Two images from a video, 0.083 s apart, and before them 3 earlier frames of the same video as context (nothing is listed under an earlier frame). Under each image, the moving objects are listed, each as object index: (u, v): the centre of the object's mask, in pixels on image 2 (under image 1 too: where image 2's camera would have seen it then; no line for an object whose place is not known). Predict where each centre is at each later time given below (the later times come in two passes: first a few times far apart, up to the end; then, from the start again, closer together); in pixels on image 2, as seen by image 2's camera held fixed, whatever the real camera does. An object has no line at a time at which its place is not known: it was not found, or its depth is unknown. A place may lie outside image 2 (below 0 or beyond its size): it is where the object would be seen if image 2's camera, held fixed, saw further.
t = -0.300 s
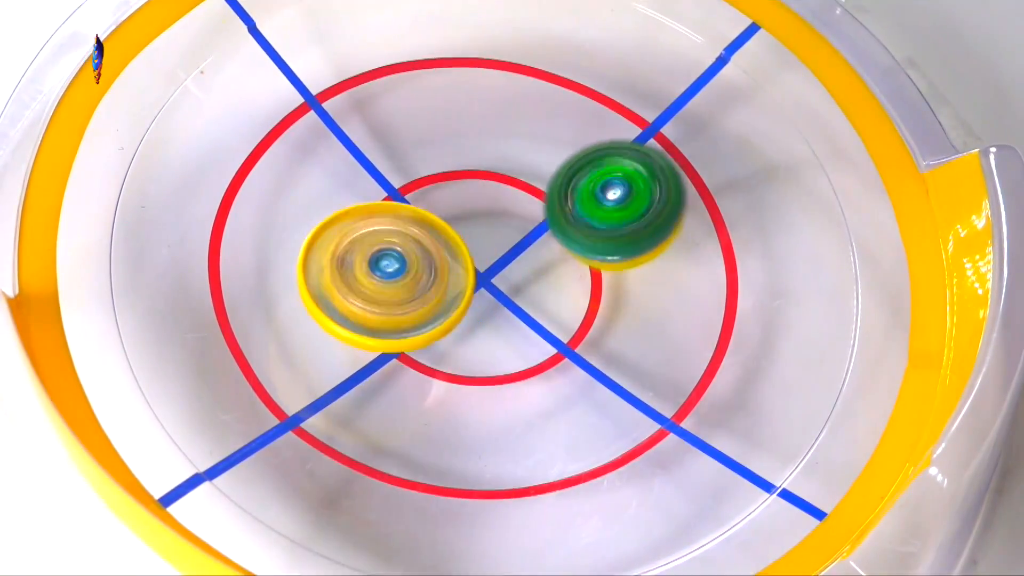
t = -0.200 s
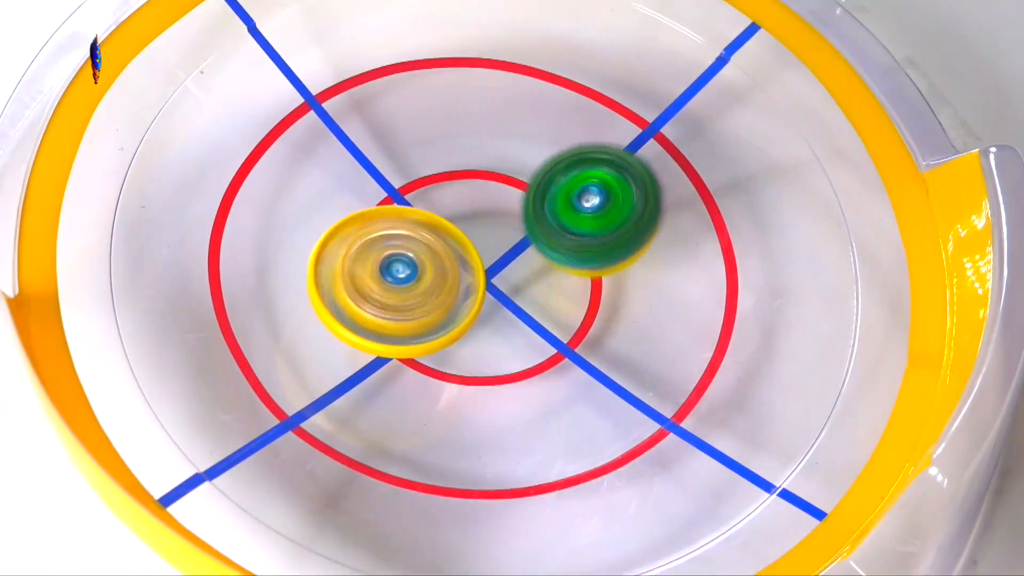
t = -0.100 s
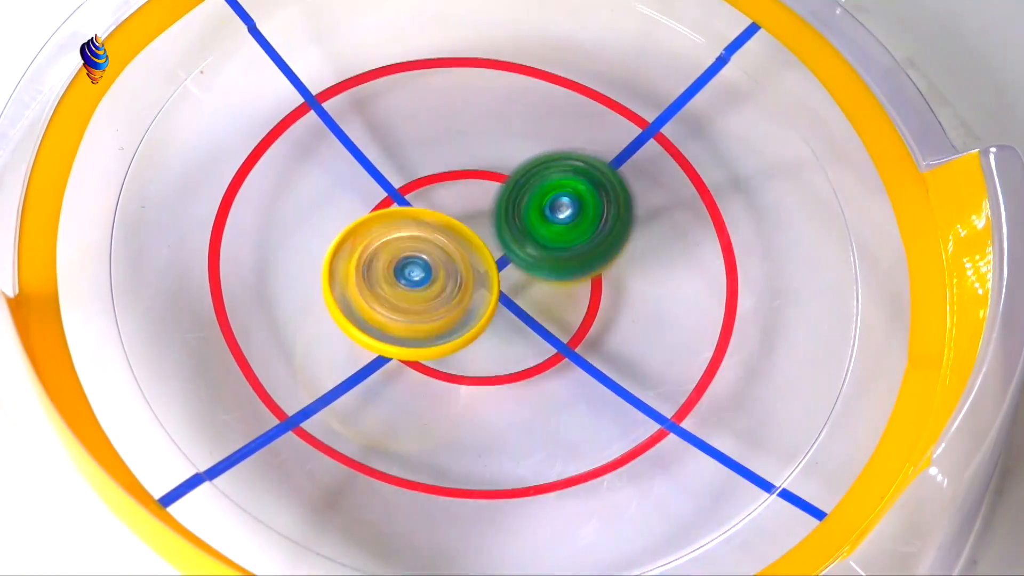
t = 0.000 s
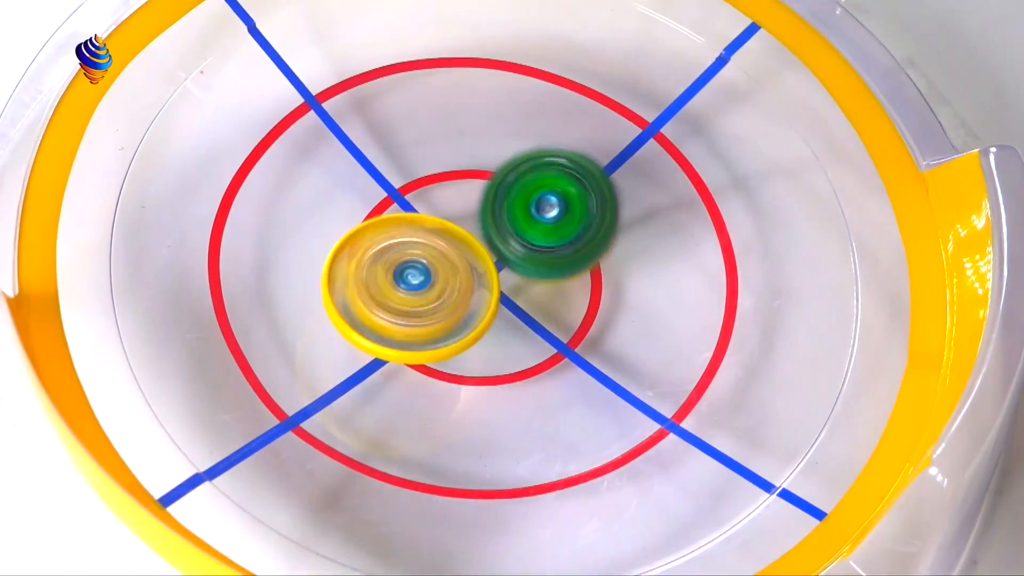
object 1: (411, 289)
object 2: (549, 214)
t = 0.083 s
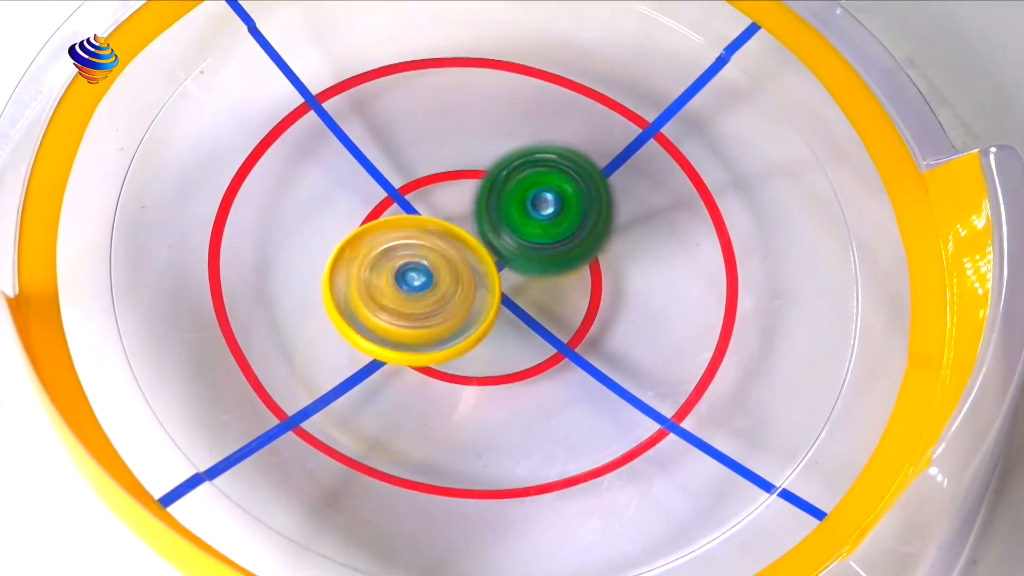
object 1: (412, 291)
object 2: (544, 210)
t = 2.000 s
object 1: (471, 358)
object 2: (528, 165)
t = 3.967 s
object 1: (537, 333)
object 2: (485, 184)
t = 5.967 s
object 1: (520, 318)
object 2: (498, 157)
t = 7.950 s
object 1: (525, 322)
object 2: (509, 163)
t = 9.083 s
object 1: (570, 351)
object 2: (432, 195)
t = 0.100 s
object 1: (407, 294)
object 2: (547, 205)
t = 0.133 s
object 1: (404, 298)
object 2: (550, 201)
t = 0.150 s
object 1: (404, 298)
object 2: (552, 198)
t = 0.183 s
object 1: (405, 299)
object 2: (550, 196)
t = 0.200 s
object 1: (406, 299)
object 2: (549, 197)
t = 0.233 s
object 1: (409, 300)
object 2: (546, 197)
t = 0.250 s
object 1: (410, 300)
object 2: (543, 199)
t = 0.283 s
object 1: (414, 300)
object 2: (539, 201)
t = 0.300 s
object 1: (416, 299)
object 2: (535, 203)
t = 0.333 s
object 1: (418, 300)
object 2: (532, 204)
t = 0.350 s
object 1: (417, 301)
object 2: (532, 203)
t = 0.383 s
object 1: (419, 302)
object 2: (530, 204)
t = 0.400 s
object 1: (419, 302)
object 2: (529, 204)
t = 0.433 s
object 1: (406, 316)
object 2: (539, 191)
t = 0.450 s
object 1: (402, 322)
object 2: (544, 186)
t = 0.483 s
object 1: (397, 327)
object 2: (550, 176)
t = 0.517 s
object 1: (397, 330)
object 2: (553, 172)
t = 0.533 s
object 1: (398, 330)
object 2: (554, 171)
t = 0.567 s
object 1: (402, 329)
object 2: (554, 171)
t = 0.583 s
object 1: (404, 327)
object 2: (552, 172)
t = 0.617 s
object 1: (411, 325)
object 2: (551, 176)
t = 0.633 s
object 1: (414, 322)
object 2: (549, 177)
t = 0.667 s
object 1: (422, 318)
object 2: (546, 183)
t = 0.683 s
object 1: (425, 314)
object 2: (545, 186)
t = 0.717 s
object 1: (434, 309)
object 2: (541, 192)
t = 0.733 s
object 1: (438, 306)
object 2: (541, 195)
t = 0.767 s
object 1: (442, 306)
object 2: (541, 197)
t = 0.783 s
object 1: (442, 305)
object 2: (544, 196)
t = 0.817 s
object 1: (445, 306)
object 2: (546, 196)
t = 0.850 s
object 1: (447, 304)
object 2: (545, 197)
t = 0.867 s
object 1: (450, 303)
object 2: (546, 197)
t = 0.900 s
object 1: (448, 305)
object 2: (549, 193)
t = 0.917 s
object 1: (446, 311)
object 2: (554, 186)
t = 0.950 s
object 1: (440, 317)
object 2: (561, 176)
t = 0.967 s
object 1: (441, 318)
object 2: (563, 172)
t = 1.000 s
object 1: (440, 317)
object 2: (566, 168)
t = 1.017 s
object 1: (442, 317)
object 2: (567, 167)
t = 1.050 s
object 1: (445, 314)
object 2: (568, 167)
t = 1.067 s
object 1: (447, 312)
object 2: (568, 168)
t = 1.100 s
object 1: (452, 308)
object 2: (568, 170)
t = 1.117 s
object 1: (455, 306)
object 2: (567, 172)
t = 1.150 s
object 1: (460, 302)
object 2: (566, 174)
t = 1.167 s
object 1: (463, 299)
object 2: (566, 176)
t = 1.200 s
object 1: (468, 295)
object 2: (564, 179)
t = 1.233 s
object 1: (471, 293)
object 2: (565, 180)
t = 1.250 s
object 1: (471, 295)
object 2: (567, 177)
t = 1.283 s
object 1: (470, 295)
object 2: (568, 175)
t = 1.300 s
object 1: (472, 295)
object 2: (567, 174)
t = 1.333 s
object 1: (474, 294)
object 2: (565, 175)
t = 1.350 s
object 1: (476, 292)
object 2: (563, 175)
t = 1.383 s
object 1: (472, 296)
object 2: (565, 172)
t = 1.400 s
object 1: (467, 302)
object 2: (568, 167)
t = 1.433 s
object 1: (459, 309)
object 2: (571, 159)
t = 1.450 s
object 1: (457, 312)
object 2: (570, 157)
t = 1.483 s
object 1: (454, 313)
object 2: (570, 154)
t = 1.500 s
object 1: (455, 313)
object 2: (567, 154)
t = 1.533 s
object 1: (457, 312)
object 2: (564, 156)
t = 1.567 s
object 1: (460, 311)
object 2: (560, 159)
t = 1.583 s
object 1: (462, 311)
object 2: (559, 161)
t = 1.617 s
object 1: (466, 310)
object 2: (554, 165)
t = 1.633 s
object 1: (468, 309)
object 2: (551, 169)
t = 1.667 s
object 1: (471, 308)
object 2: (547, 174)
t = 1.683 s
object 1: (473, 307)
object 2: (543, 177)
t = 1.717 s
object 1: (476, 306)
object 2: (538, 181)
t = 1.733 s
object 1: (475, 309)
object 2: (539, 182)
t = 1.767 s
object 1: (472, 317)
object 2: (538, 179)
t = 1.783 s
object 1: (471, 318)
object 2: (537, 180)
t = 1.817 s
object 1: (472, 320)
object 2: (536, 180)
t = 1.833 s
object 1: (472, 319)
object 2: (533, 181)
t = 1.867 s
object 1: (475, 319)
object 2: (530, 184)
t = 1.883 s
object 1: (475, 318)
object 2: (529, 186)
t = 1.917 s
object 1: (476, 319)
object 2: (526, 189)
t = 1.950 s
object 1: (473, 338)
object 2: (528, 178)
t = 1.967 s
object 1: (472, 347)
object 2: (528, 174)
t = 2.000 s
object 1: (471, 358)
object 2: (528, 165)
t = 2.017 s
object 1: (474, 361)
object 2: (527, 163)
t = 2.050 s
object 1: (474, 364)
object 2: (525, 161)
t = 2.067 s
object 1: (476, 363)
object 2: (525, 162)
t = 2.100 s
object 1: (478, 361)
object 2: (523, 165)
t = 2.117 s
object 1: (479, 357)
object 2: (521, 167)
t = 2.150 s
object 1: (483, 352)
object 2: (519, 173)
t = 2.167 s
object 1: (483, 349)
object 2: (519, 176)
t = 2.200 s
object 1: (487, 340)
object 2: (517, 183)
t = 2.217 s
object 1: (487, 336)
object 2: (518, 187)
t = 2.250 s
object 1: (490, 327)
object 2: (516, 193)
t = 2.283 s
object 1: (492, 328)
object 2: (516, 189)
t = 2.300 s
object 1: (491, 329)
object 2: (516, 186)
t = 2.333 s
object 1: (492, 328)
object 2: (516, 183)
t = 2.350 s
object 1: (492, 327)
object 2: (517, 183)
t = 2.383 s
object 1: (492, 323)
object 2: (516, 184)
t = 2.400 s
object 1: (494, 321)
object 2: (516, 185)
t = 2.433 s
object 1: (494, 317)
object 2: (516, 187)
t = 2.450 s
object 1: (493, 321)
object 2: (516, 186)
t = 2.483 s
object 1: (491, 336)
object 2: (519, 170)
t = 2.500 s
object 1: (490, 341)
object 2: (520, 163)
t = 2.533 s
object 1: (489, 347)
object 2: (521, 153)
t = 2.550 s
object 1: (488, 347)
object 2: (520, 149)
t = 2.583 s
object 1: (488, 345)
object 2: (520, 146)
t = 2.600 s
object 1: (488, 344)
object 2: (521, 145)
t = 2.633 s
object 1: (489, 341)
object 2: (522, 147)
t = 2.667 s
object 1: (489, 336)
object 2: (522, 151)
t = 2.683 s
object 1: (490, 334)
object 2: (522, 154)
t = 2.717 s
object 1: (491, 329)
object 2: (523, 160)
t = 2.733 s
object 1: (492, 326)
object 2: (523, 162)
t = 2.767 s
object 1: (493, 321)
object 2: (523, 169)
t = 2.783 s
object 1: (493, 318)
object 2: (523, 172)
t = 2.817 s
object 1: (494, 312)
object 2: (523, 178)
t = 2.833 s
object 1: (495, 311)
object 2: (524, 180)
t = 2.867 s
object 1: (494, 321)
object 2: (526, 171)
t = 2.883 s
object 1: (494, 325)
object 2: (526, 166)
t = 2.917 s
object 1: (493, 328)
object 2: (527, 160)
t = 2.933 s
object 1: (493, 328)
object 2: (527, 158)
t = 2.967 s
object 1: (494, 326)
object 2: (527, 157)
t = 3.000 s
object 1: (496, 323)
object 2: (526, 157)
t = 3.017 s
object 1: (497, 320)
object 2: (525, 159)
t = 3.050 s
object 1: (499, 316)
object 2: (524, 162)
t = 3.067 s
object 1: (499, 314)
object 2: (524, 163)
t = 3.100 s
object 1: (502, 309)
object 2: (521, 168)
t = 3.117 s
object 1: (503, 309)
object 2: (520, 170)
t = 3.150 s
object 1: (502, 319)
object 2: (520, 164)
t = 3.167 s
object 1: (503, 325)
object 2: (520, 160)
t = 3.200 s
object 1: (503, 333)
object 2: (518, 154)
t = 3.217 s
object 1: (502, 335)
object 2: (516, 153)
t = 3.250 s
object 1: (503, 335)
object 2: (514, 153)
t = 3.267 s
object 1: (503, 335)
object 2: (514, 154)
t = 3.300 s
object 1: (505, 332)
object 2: (513, 157)
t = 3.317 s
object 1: (506, 331)
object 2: (511, 159)
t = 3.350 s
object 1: (509, 327)
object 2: (510, 164)
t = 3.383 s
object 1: (510, 323)
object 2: (508, 169)
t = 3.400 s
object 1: (512, 320)
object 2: (509, 173)
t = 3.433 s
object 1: (514, 316)
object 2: (507, 177)
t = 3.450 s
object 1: (515, 316)
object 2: (505, 177)
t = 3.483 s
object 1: (519, 325)
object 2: (502, 172)
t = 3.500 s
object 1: (520, 328)
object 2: (500, 171)
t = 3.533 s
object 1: (521, 329)
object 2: (497, 169)
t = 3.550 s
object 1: (523, 329)
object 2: (497, 169)
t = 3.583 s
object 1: (524, 328)
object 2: (495, 172)
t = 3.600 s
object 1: (525, 327)
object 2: (493, 174)
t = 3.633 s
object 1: (526, 325)
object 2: (492, 179)
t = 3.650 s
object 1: (527, 324)
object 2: (493, 181)
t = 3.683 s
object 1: (527, 321)
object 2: (492, 185)
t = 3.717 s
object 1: (534, 334)
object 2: (488, 179)
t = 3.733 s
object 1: (536, 340)
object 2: (485, 175)
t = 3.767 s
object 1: (542, 348)
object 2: (481, 168)
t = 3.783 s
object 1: (544, 352)
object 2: (480, 167)
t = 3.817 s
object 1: (544, 352)
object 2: (478, 166)
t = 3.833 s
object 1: (545, 351)
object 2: (478, 167)
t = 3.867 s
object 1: (545, 349)
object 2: (479, 170)
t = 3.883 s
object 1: (543, 346)
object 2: (478, 172)
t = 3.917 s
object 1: (541, 341)
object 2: (481, 176)
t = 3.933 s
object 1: (540, 339)
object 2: (482, 179)
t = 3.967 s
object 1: (537, 333)
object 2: (485, 184)
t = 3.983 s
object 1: (537, 328)
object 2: (486, 187)
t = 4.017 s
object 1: (534, 321)
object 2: (489, 191)
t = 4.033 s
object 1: (533, 319)
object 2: (490, 191)
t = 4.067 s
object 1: (534, 332)
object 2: (489, 169)
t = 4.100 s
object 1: (532, 343)
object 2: (487, 151)
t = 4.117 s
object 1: (531, 347)
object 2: (487, 142)
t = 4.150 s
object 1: (529, 351)
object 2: (485, 130)
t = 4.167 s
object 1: (526, 351)
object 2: (483, 126)
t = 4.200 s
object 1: (525, 348)
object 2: (483, 121)
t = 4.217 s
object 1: (525, 346)
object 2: (483, 120)
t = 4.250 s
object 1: (524, 341)
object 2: (483, 121)
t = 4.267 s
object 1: (523, 337)
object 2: (484, 122)
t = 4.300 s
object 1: (522, 330)
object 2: (486, 126)
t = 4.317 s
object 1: (522, 328)
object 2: (486, 129)
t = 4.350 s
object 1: (521, 320)
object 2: (488, 135)
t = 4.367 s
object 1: (520, 315)
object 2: (490, 137)
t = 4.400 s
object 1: (520, 308)
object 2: (492, 146)
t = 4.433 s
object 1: (519, 300)
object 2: (494, 154)
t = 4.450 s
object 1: (518, 298)
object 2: (495, 157)
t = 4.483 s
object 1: (519, 299)
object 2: (496, 156)
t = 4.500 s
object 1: (520, 300)
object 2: (495, 156)
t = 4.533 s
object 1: (519, 298)
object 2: (496, 158)
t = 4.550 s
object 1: (519, 299)
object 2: (496, 158)
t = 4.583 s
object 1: (523, 313)
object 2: (497, 149)
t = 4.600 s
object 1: (524, 319)
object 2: (495, 146)
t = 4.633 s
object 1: (524, 329)
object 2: (496, 143)
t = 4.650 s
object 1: (523, 331)
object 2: (494, 143)
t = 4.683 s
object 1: (522, 332)
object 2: (494, 145)
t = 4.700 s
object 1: (523, 332)
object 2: (495, 147)
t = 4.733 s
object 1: (523, 330)
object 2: (496, 151)
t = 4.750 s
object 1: (524, 328)
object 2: (496, 153)
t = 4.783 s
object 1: (525, 325)
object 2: (497, 158)
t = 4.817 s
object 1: (526, 321)
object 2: (498, 165)
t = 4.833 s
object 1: (526, 320)
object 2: (497, 167)
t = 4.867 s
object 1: (527, 316)
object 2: (499, 174)
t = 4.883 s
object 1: (527, 314)
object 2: (499, 175)
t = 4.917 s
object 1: (530, 318)
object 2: (499, 175)
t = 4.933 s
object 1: (531, 319)
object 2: (499, 175)
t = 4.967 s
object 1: (531, 319)
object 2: (499, 177)
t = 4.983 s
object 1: (532, 318)
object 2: (498, 178)
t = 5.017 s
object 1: (533, 317)
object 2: (499, 182)
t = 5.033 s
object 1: (536, 325)
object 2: (497, 177)
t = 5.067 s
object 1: (541, 340)
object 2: (493, 165)
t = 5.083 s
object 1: (543, 346)
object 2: (492, 161)
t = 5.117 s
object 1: (544, 351)
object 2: (488, 156)
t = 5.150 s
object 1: (544, 352)
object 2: (487, 155)
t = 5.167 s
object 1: (544, 351)
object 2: (487, 156)
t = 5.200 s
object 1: (543, 349)
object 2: (489, 158)
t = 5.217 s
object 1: (543, 347)
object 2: (488, 159)
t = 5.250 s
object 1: (542, 342)
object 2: (491, 162)
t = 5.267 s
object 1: (541, 339)
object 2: (492, 164)
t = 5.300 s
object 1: (539, 334)
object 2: (495, 168)
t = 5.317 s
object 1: (538, 331)
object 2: (496, 170)
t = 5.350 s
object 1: (536, 323)
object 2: (499, 175)
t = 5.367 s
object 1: (534, 320)
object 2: (500, 177)
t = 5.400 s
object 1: (531, 312)
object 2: (502, 180)
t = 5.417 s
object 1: (530, 311)
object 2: (503, 180)
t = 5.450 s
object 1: (529, 312)
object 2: (503, 177)
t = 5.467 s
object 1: (528, 313)
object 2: (503, 175)
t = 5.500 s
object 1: (526, 312)
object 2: (502, 173)
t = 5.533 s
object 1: (525, 310)
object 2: (502, 173)
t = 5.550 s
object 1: (525, 309)
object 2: (503, 174)
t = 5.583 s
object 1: (524, 307)
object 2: (503, 176)
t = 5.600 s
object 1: (523, 307)
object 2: (504, 175)
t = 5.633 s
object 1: (521, 309)
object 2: (504, 174)
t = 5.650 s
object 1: (521, 308)
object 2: (504, 174)
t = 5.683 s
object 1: (520, 306)
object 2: (504, 174)
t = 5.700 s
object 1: (519, 306)
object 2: (505, 174)
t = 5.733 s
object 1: (520, 312)
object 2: (503, 167)
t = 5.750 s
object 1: (520, 314)
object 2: (503, 163)
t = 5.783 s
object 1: (519, 317)
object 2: (502, 159)
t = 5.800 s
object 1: (519, 317)
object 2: (500, 158)
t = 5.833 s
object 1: (519, 315)
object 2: (500, 159)
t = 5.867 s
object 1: (519, 312)
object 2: (501, 161)
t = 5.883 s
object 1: (517, 310)
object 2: (499, 162)
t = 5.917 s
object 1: (517, 306)
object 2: (500, 165)
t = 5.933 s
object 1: (518, 307)
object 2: (500, 166)
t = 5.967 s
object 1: (520, 318)
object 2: (498, 157)
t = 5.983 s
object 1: (520, 322)
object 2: (498, 152)
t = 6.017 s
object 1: (520, 328)
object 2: (496, 148)
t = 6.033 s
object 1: (521, 330)
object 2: (496, 149)
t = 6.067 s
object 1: (521, 329)
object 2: (495, 151)
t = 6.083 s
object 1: (520, 327)
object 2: (496, 152)
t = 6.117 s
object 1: (521, 323)
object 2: (495, 156)
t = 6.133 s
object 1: (522, 321)
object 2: (496, 159)
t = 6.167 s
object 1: (523, 316)
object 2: (496, 163)
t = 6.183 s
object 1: (522, 314)
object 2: (496, 165)
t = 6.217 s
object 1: (523, 309)
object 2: (497, 170)
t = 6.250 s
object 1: (525, 312)
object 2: (496, 170)
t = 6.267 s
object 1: (525, 314)
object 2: (497, 169)
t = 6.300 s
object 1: (525, 318)
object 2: (496, 167)
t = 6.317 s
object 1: (527, 318)
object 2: (496, 167)
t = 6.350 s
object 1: (527, 316)
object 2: (496, 169)
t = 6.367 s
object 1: (526, 316)
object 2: (495, 171)
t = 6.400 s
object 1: (527, 313)
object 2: (496, 175)
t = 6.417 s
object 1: (529, 317)
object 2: (495, 174)
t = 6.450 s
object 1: (535, 335)
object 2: (490, 157)
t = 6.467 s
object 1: (537, 343)
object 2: (488, 151)
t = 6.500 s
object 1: (540, 354)
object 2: (484, 142)
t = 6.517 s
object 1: (540, 355)
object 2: (483, 139)
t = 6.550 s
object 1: (540, 357)
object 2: (483, 138)
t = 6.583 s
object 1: (539, 355)
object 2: (483, 140)
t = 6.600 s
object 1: (540, 353)
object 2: (484, 142)
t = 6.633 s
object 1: (538, 348)
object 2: (486, 144)
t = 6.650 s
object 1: (537, 346)
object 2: (489, 145)
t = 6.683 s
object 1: (536, 339)
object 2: (490, 149)
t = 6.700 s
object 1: (534, 335)
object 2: (492, 151)
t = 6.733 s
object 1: (532, 327)
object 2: (495, 155)
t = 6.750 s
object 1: (532, 323)
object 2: (496, 157)
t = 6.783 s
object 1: (528, 314)
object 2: (498, 162)
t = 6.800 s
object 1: (526, 310)
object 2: (499, 164)
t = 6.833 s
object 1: (524, 301)
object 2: (503, 169)
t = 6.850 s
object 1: (522, 301)
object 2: (503, 167)
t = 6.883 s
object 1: (522, 305)
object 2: (501, 160)
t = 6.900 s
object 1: (523, 305)
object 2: (501, 159)
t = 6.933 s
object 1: (521, 304)
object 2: (501, 158)
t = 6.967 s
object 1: (519, 301)
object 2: (502, 159)
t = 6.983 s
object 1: (519, 300)
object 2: (503, 160)
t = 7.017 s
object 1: (518, 296)
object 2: (504, 162)
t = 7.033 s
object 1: (516, 294)
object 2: (505, 163)
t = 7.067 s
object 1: (516, 302)
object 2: (506, 155)
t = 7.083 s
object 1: (517, 306)
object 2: (506, 151)
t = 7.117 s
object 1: (516, 312)
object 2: (505, 145)
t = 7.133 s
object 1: (515, 313)
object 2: (504, 144)
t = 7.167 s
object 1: (514, 312)
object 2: (503, 145)
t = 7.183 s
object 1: (513, 311)
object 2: (503, 146)
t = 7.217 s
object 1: (513, 308)
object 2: (503, 148)
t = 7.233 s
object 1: (513, 307)
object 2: (503, 150)
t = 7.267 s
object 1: (513, 304)
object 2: (504, 154)
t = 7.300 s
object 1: (513, 300)
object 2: (505, 158)
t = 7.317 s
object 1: (513, 299)
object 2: (506, 160)
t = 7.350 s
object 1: (515, 307)
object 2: (506, 154)
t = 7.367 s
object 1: (513, 310)
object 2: (505, 151)
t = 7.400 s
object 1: (514, 314)
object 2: (505, 148)
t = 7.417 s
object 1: (514, 314)
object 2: (503, 147)
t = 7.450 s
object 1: (514, 313)
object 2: (503, 149)
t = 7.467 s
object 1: (515, 312)
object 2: (502, 151)
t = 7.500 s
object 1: (515, 308)
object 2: (504, 154)
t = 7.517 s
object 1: (514, 306)
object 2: (504, 156)
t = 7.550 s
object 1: (515, 302)
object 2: (505, 159)
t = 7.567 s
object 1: (515, 301)
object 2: (505, 161)
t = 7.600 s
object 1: (515, 306)
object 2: (505, 157)
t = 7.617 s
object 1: (517, 309)
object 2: (505, 157)
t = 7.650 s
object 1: (517, 309)
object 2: (505, 157)
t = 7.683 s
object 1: (516, 310)
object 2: (506, 160)
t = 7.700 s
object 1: (517, 309)
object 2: (506, 161)
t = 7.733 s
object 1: (517, 306)
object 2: (507, 164)
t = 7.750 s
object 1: (516, 305)
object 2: (507, 165)
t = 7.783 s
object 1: (518, 311)
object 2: (508, 164)
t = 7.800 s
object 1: (519, 315)
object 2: (508, 160)
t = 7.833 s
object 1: (522, 323)
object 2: (506, 156)
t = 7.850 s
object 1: (525, 325)
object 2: (506, 155)
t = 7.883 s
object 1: (525, 325)
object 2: (506, 156)
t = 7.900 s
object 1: (525, 326)
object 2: (506, 158)
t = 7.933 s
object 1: (526, 323)
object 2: (507, 161)
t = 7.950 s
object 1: (525, 322)
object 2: (509, 163)
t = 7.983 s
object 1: (525, 319)
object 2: (511, 166)
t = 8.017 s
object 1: (525, 315)
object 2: (513, 170)
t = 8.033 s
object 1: (524, 313)
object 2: (514, 171)
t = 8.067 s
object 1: (523, 309)
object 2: (516, 174)
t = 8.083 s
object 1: (524, 306)
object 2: (517, 174)
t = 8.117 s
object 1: (524, 316)
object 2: (518, 168)
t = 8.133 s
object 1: (524, 321)
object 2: (518, 162)
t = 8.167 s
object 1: (524, 326)
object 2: (517, 156)
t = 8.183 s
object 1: (521, 327)
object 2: (516, 154)
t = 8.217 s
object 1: (520, 326)
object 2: (515, 153)
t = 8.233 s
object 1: (519, 324)
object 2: (516, 154)
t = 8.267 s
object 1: (518, 321)
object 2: (515, 156)
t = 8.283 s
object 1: (518, 319)
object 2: (516, 157)
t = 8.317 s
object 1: (517, 315)
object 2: (515, 161)
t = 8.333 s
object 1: (516, 314)
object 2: (516, 163)
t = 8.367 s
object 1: (516, 309)
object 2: (515, 167)
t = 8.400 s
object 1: (515, 303)
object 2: (516, 171)
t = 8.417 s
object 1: (515, 304)
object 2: (515, 171)
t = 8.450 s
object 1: (517, 316)
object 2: (513, 158)
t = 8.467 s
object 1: (516, 322)
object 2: (511, 150)
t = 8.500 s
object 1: (517, 332)
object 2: (508, 140)
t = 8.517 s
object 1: (516, 334)
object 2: (507, 137)
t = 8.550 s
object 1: (515, 336)
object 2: (504, 134)
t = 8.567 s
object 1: (515, 334)
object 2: (503, 134)
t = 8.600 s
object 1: (514, 331)
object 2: (502, 135)
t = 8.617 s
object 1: (515, 330)
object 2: (501, 136)
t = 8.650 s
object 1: (515, 324)
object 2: (500, 140)
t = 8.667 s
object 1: (514, 321)
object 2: (499, 142)
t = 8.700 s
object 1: (515, 315)
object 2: (498, 147)
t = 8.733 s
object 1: (516, 308)
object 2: (498, 154)
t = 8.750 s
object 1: (515, 306)
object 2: (497, 157)
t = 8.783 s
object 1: (517, 300)
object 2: (494, 162)
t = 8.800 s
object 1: (516, 297)
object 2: (492, 163)
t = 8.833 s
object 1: (519, 300)
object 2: (483, 169)
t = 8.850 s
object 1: (523, 302)
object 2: (476, 172)
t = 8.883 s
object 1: (525, 307)
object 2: (468, 179)
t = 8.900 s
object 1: (527, 309)
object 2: (464, 183)
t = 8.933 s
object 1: (534, 317)
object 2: (457, 190)
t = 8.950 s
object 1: (540, 328)
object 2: (451, 189)
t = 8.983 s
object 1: (552, 341)
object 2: (438, 187)
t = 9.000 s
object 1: (555, 345)
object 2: (434, 188)
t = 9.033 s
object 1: (563, 350)
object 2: (429, 189)
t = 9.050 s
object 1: (566, 350)
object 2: (428, 191)
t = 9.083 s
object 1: (570, 351)
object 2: (432, 195)
